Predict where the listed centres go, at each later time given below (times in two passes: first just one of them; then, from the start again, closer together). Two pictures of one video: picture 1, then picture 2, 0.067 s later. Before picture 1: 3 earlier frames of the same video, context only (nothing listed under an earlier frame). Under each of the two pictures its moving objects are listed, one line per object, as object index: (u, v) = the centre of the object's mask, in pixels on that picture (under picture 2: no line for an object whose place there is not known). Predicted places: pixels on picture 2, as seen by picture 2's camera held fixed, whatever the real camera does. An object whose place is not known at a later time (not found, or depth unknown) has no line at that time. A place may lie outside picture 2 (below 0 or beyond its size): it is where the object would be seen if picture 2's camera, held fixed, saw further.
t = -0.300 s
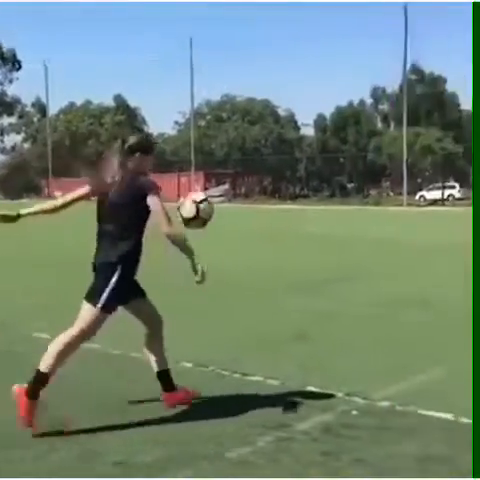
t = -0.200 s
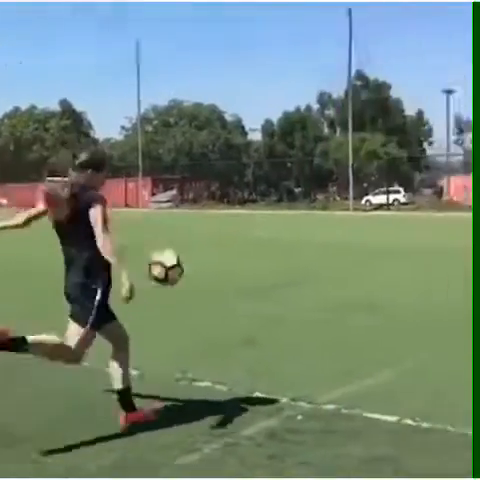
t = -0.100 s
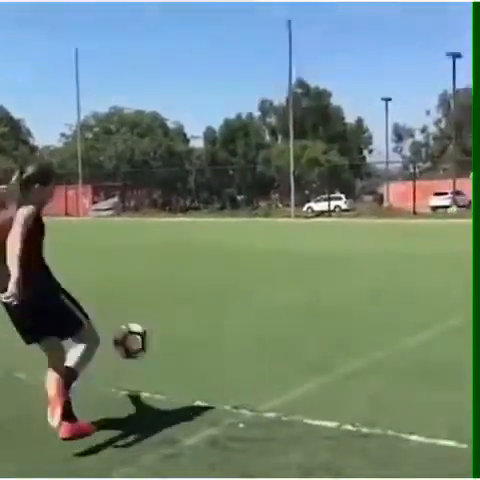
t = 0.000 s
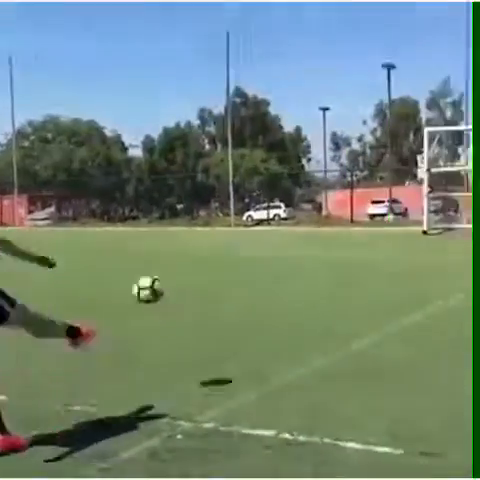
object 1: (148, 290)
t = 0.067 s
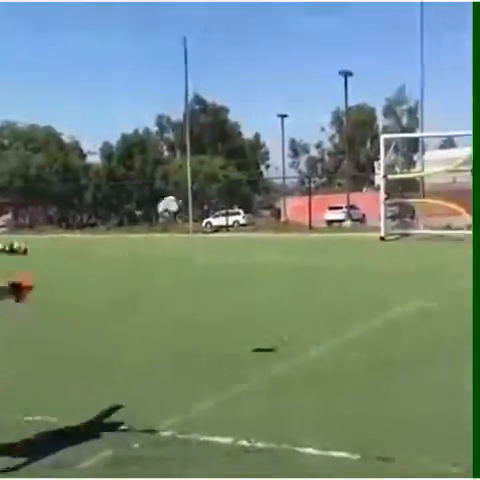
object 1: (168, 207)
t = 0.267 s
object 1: (285, 98)
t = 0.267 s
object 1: (285, 98)
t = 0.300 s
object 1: (298, 90)
